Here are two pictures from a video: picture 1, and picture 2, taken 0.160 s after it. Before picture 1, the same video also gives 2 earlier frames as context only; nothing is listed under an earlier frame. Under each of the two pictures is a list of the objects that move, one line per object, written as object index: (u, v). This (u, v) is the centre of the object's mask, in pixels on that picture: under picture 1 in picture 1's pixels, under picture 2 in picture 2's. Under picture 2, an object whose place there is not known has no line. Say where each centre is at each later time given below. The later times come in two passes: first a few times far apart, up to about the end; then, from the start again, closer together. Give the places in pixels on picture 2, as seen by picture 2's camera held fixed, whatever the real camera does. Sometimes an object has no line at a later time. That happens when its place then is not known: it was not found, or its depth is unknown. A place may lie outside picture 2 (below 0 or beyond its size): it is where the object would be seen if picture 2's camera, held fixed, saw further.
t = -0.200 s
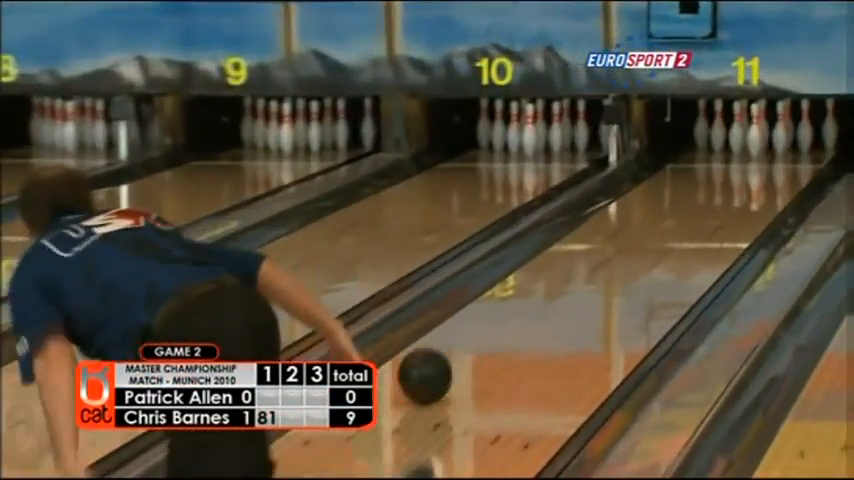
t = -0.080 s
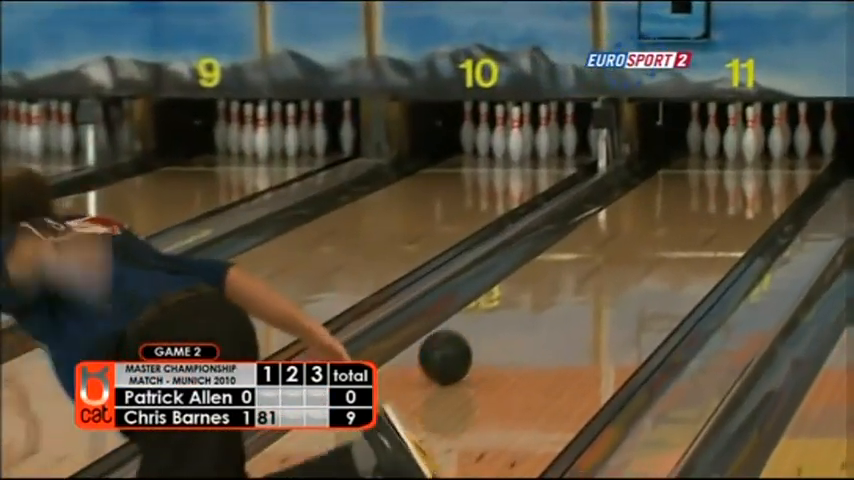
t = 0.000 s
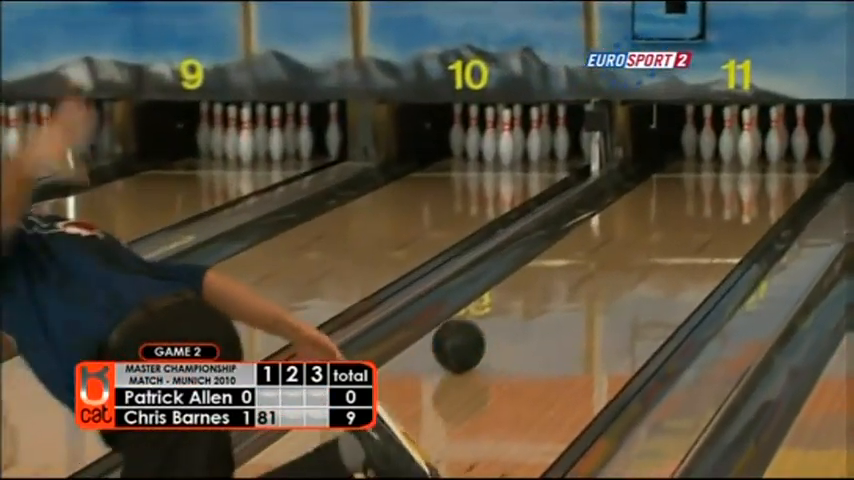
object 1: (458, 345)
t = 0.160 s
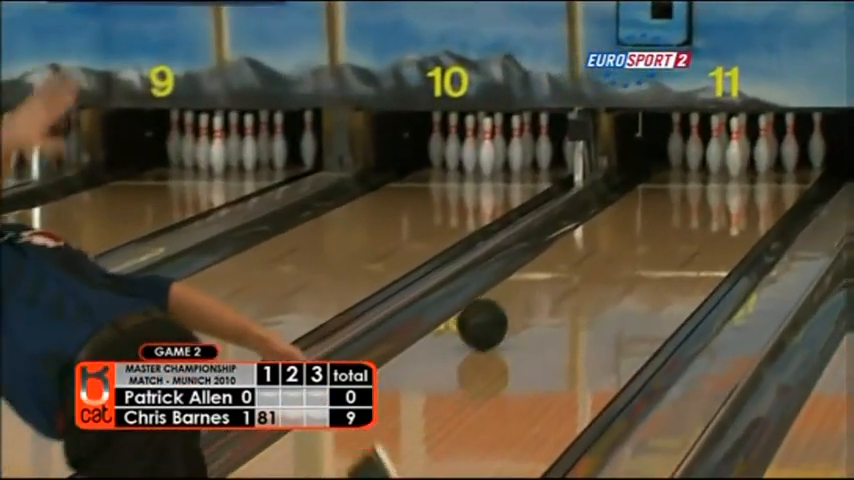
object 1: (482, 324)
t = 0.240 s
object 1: (503, 307)
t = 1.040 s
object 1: (658, 192)
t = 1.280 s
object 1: (703, 169)
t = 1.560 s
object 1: (732, 156)
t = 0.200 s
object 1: (493, 315)
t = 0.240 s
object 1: (503, 307)
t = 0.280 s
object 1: (512, 299)
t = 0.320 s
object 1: (521, 292)
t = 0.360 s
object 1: (531, 285)
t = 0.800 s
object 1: (616, 217)
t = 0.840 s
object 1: (622, 213)
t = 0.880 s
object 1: (629, 208)
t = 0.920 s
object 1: (636, 204)
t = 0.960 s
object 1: (644, 200)
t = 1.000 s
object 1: (651, 195)
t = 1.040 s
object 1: (658, 192)
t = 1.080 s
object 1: (665, 188)
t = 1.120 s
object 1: (672, 183)
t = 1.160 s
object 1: (682, 180)
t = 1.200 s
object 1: (688, 176)
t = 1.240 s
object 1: (696, 173)
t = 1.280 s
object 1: (703, 169)
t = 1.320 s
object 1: (712, 167)
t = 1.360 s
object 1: (719, 164)
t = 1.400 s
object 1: (722, 162)
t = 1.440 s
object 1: (726, 159)
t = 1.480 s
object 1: (729, 158)
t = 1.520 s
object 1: (731, 157)
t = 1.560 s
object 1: (732, 156)
